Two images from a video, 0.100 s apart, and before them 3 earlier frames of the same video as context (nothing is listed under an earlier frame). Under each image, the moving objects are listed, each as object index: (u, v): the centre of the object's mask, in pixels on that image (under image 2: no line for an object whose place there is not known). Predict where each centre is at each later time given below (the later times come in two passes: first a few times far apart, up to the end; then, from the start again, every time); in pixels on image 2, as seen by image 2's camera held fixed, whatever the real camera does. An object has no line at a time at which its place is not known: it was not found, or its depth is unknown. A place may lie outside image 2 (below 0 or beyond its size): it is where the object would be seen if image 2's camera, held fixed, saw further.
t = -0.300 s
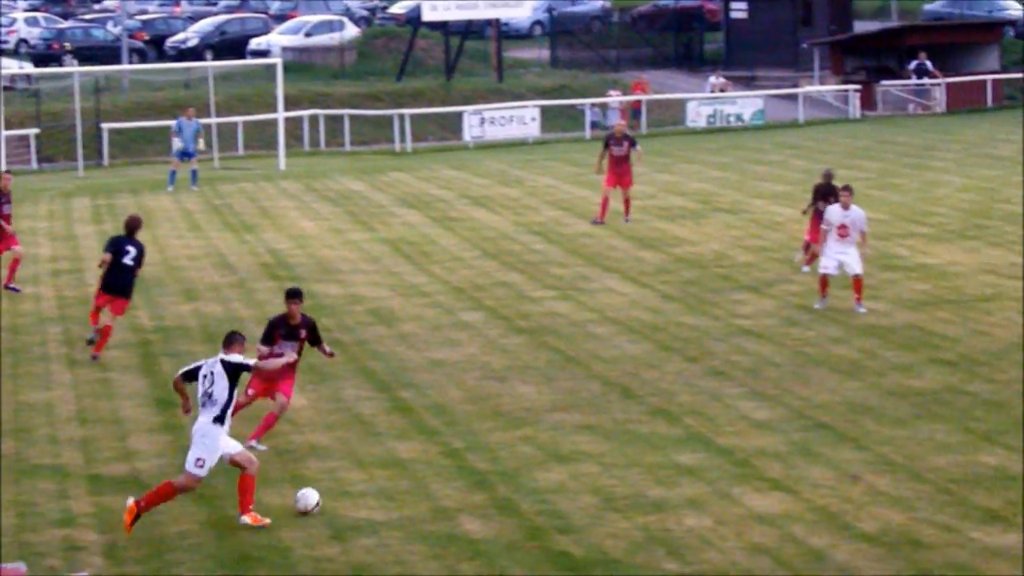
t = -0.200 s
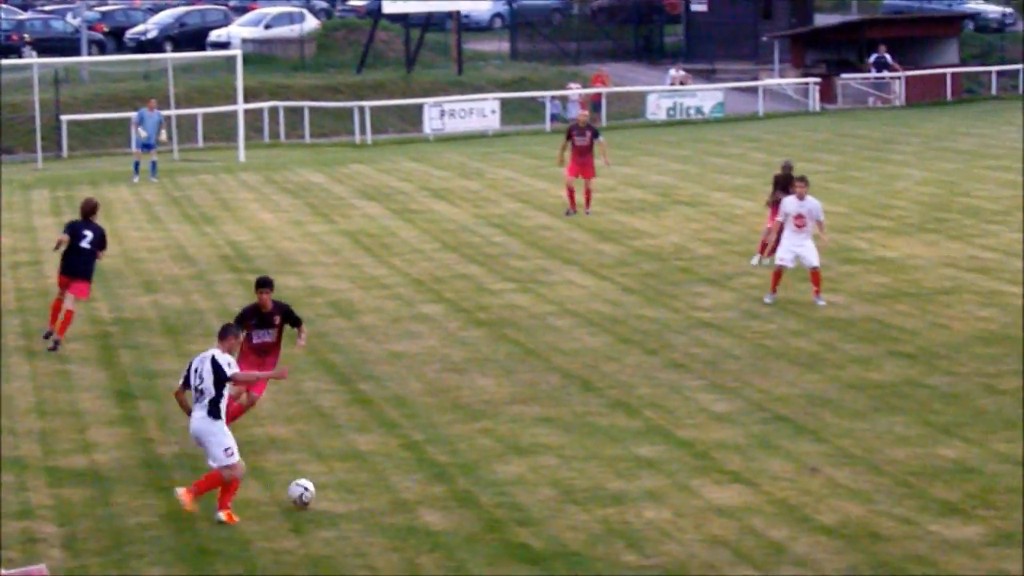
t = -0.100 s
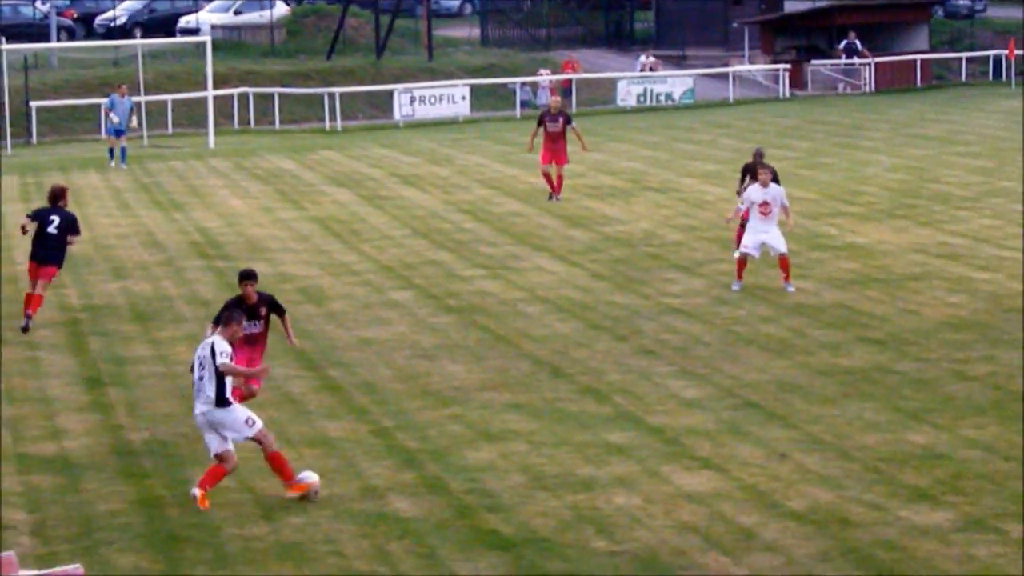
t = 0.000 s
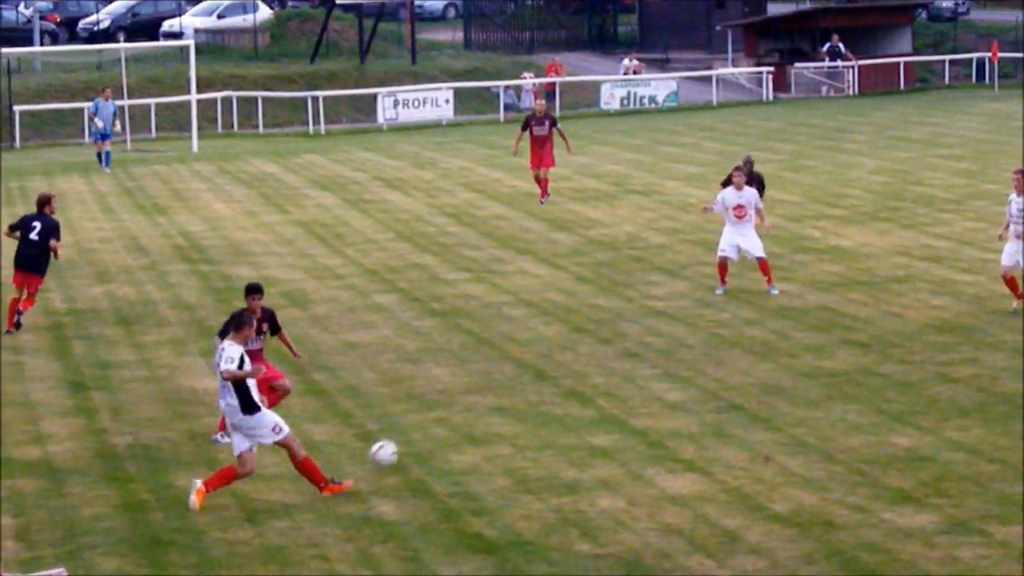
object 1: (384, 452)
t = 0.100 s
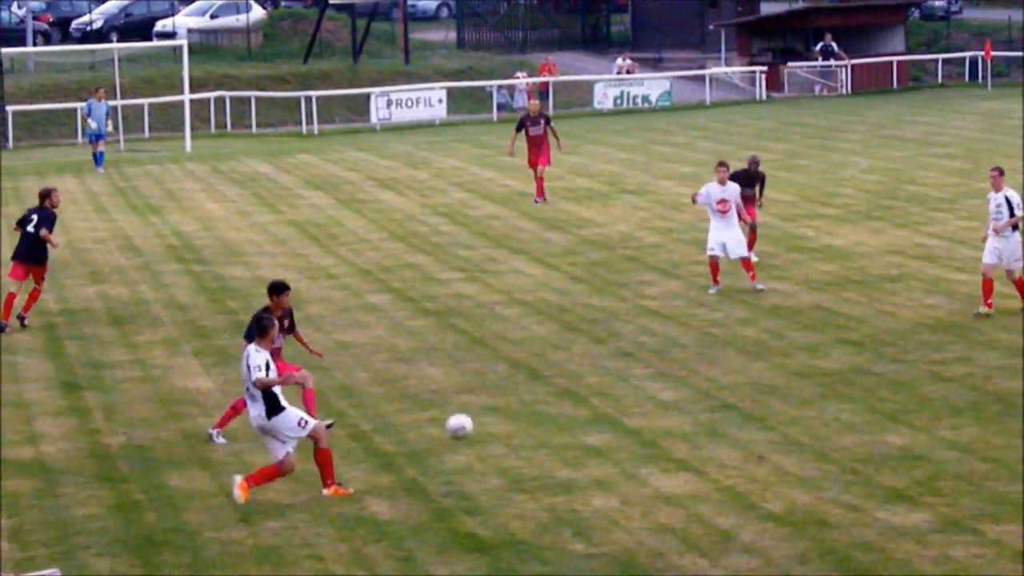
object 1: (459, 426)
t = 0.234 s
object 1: (552, 407)
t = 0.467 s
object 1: (671, 368)
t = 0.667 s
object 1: (748, 343)
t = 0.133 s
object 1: (485, 421)
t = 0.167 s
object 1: (509, 419)
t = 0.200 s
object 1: (533, 415)
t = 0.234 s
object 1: (552, 407)
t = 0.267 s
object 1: (572, 399)
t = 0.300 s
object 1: (590, 392)
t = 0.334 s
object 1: (608, 387)
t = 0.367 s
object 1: (626, 383)
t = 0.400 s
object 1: (642, 379)
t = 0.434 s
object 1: (656, 373)
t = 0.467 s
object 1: (671, 368)
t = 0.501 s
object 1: (686, 363)
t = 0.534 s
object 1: (699, 360)
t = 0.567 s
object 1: (712, 356)
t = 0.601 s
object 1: (724, 351)
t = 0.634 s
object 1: (736, 346)
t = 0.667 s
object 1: (748, 343)
